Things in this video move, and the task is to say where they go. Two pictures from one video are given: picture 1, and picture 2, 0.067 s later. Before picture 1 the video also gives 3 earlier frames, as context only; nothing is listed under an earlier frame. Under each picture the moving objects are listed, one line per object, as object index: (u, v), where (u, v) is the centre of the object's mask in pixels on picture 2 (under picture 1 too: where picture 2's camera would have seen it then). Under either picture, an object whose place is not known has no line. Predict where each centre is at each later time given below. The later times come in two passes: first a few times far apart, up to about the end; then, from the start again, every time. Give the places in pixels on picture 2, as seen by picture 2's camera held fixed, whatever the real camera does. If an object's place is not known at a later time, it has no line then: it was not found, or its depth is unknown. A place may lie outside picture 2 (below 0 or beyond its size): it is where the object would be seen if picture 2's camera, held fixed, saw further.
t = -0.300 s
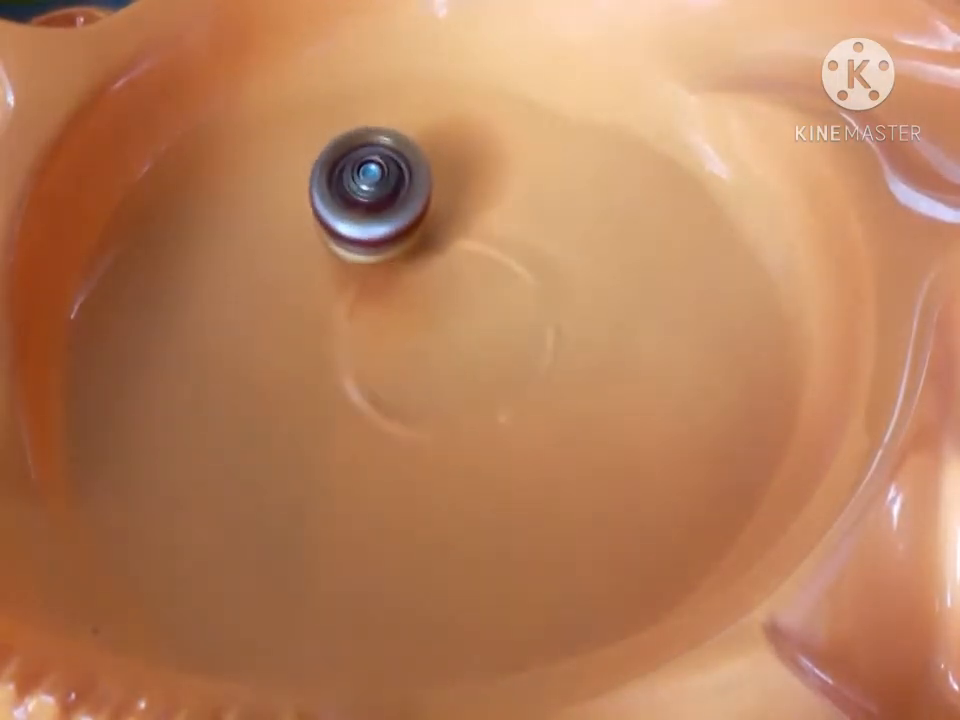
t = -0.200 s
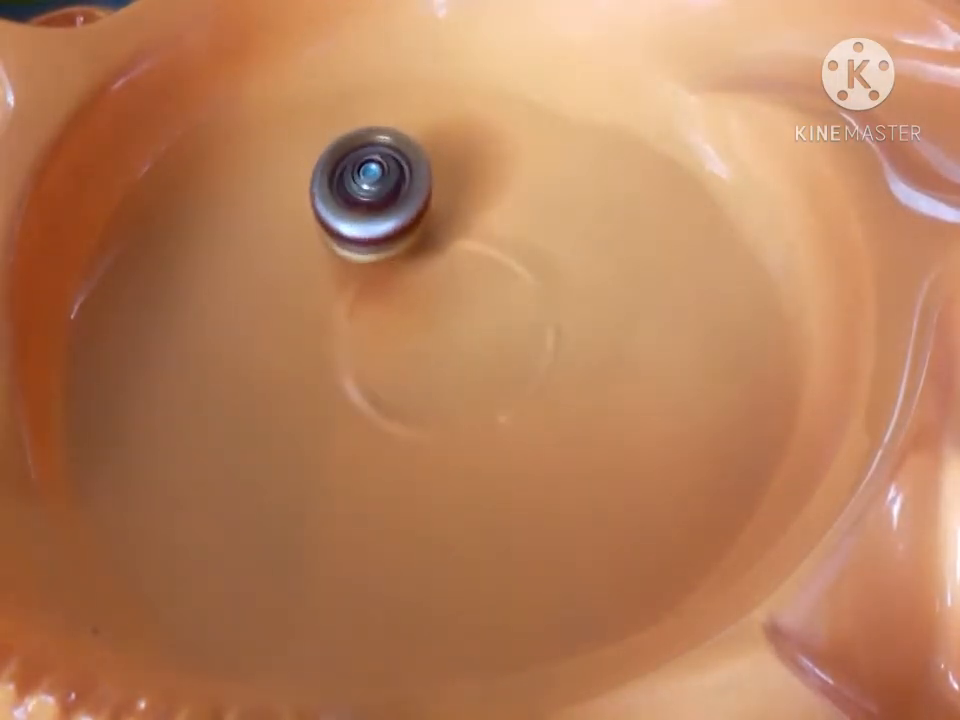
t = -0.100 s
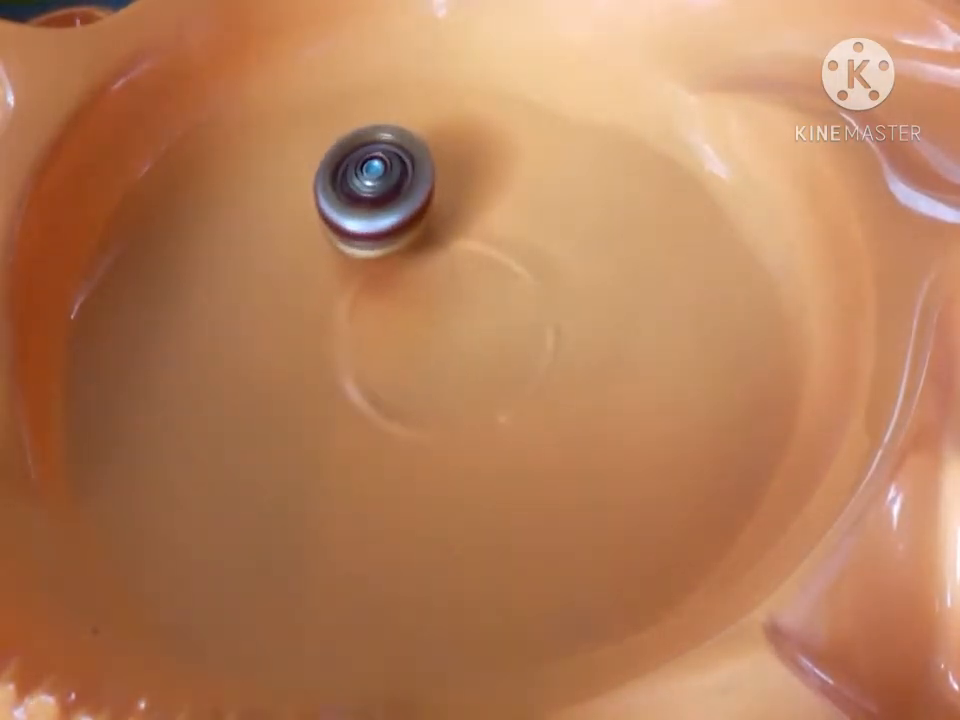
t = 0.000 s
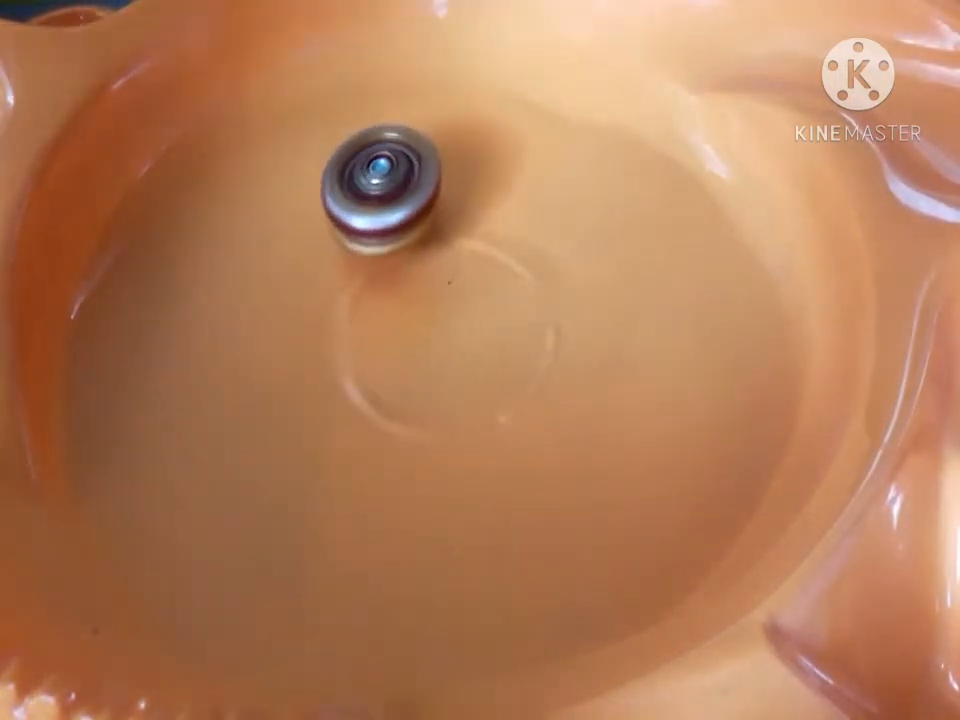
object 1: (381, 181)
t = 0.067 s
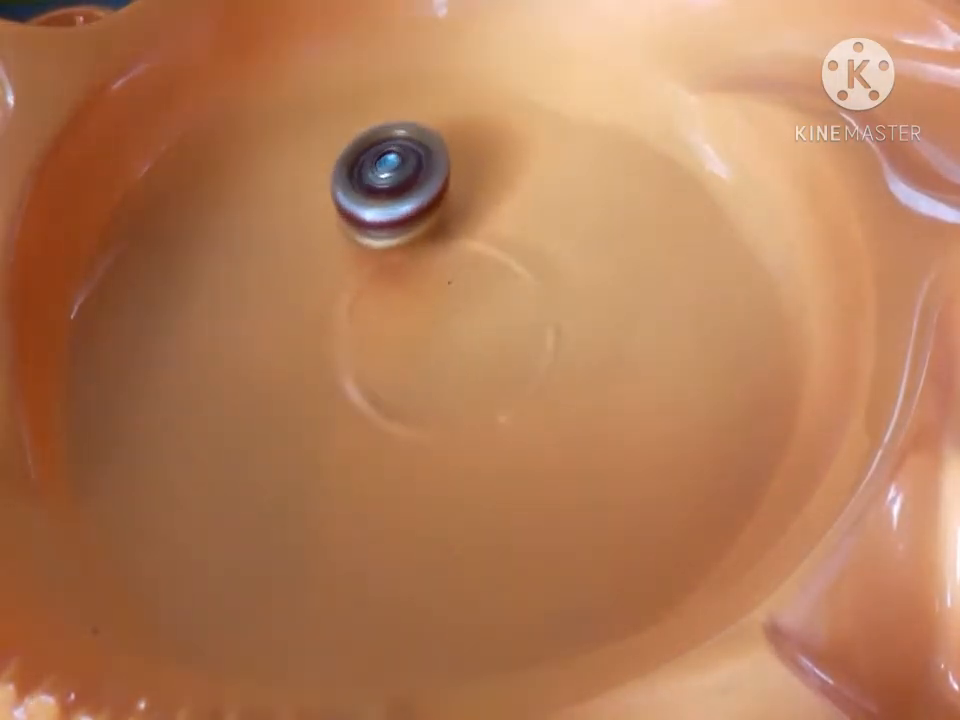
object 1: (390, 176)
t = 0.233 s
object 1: (421, 195)
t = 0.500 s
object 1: (432, 248)
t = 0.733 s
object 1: (414, 298)
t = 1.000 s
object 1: (416, 348)
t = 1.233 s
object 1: (417, 378)
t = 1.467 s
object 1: (415, 382)
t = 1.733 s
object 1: (391, 362)
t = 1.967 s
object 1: (375, 351)
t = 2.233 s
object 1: (348, 333)
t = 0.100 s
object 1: (397, 175)
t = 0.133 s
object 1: (405, 179)
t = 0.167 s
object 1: (411, 185)
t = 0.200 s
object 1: (416, 190)
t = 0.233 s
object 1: (421, 195)
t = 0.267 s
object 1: (425, 200)
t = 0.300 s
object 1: (430, 207)
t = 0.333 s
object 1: (432, 213)
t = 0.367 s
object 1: (434, 220)
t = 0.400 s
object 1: (434, 227)
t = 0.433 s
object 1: (434, 234)
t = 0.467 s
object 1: (433, 242)
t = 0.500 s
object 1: (432, 248)
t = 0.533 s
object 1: (430, 254)
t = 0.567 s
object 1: (427, 262)
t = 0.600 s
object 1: (425, 269)
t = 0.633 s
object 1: (422, 276)
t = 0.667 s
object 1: (420, 283)
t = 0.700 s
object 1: (417, 290)
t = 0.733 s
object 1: (414, 298)
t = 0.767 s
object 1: (412, 306)
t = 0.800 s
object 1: (409, 315)
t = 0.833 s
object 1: (406, 324)
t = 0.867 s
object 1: (402, 334)
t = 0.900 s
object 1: (399, 341)
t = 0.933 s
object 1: (402, 344)
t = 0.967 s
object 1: (408, 345)
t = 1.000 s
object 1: (416, 348)
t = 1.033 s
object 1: (422, 352)
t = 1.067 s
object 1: (425, 361)
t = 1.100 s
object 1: (422, 367)
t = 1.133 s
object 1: (419, 373)
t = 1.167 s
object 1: (417, 375)
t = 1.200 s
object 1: (417, 377)
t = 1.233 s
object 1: (417, 378)
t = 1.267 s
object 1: (418, 379)
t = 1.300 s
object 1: (419, 380)
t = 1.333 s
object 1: (419, 381)
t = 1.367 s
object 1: (420, 382)
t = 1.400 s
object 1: (419, 382)
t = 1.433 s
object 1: (417, 382)
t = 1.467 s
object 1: (415, 382)
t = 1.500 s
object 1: (412, 380)
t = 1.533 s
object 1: (409, 378)
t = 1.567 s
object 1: (406, 376)
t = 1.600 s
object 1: (403, 373)
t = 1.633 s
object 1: (399, 370)
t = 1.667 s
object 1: (397, 367)
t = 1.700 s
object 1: (393, 365)
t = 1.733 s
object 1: (391, 362)
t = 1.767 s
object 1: (389, 357)
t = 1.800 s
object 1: (387, 353)
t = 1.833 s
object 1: (384, 352)
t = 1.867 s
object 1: (381, 353)
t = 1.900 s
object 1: (379, 353)
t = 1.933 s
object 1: (377, 352)
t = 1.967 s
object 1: (375, 351)
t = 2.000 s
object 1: (372, 350)
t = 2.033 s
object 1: (369, 348)
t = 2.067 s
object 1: (365, 347)
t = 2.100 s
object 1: (363, 344)
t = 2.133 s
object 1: (359, 342)
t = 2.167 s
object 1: (355, 340)
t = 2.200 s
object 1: (352, 336)
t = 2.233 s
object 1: (348, 333)
